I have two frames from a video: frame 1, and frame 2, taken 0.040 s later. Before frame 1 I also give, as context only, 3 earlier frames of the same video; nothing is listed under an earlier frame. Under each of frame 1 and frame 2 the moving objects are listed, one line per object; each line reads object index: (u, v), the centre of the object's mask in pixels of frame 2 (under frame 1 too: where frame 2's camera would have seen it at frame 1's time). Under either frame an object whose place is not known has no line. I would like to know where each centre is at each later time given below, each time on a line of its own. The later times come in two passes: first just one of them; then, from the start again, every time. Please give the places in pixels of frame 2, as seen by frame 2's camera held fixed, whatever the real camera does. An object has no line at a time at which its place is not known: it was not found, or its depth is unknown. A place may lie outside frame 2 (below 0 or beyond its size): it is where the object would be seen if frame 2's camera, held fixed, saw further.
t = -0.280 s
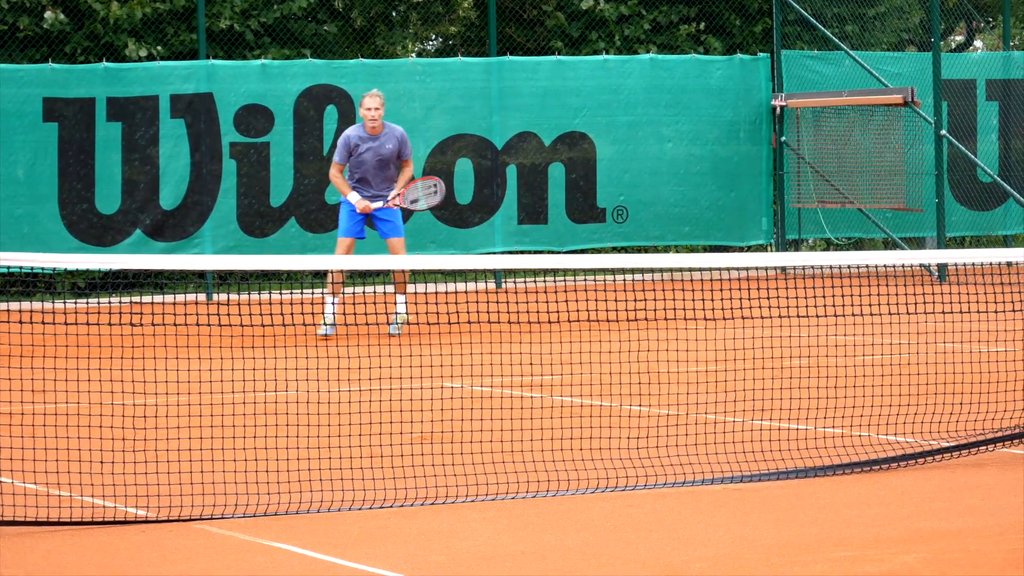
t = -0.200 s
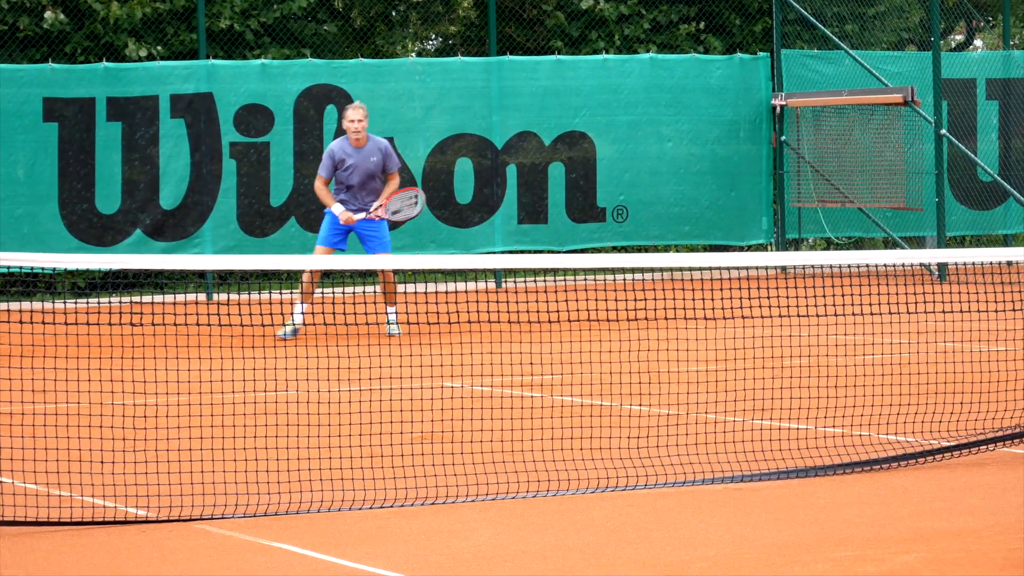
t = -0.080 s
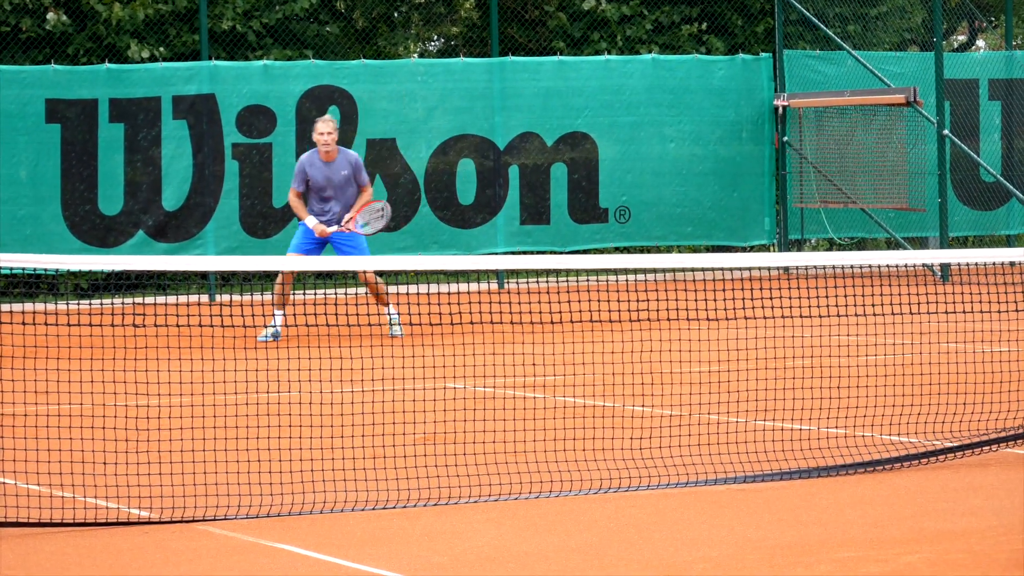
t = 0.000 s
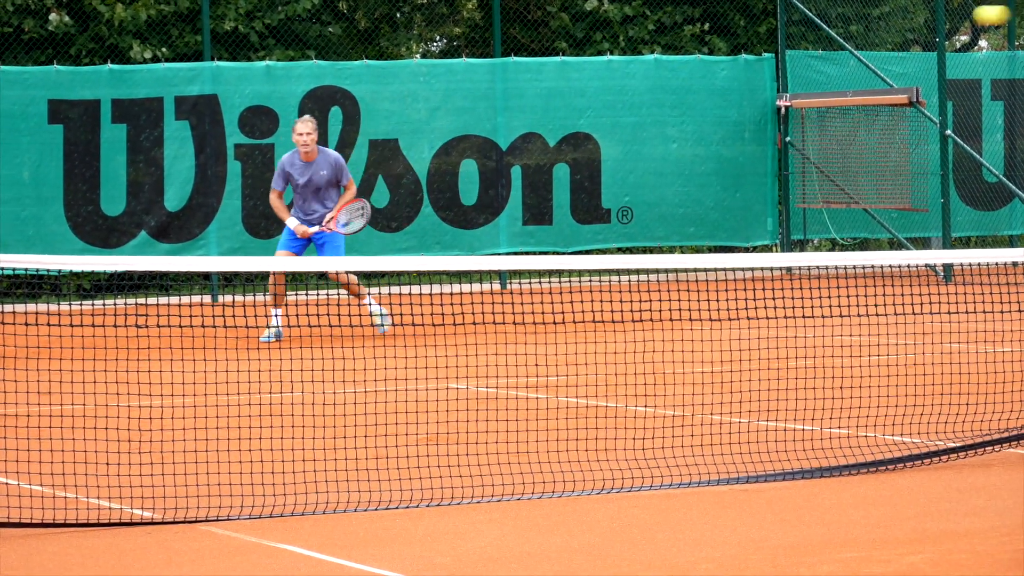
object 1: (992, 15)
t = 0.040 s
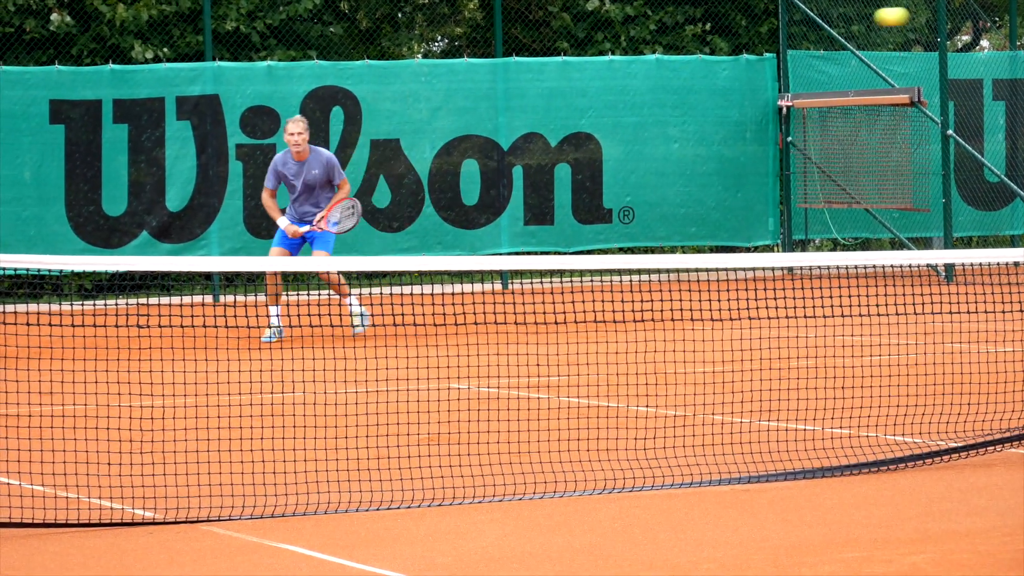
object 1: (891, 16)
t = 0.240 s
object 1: (539, 69)
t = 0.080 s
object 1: (803, 22)
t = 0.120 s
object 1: (726, 30)
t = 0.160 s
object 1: (657, 41)
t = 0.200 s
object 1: (595, 53)
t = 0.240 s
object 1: (539, 69)
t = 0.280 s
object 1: (489, 86)
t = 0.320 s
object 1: (445, 105)
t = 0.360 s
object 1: (404, 125)
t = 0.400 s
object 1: (366, 147)
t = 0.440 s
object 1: (332, 169)
